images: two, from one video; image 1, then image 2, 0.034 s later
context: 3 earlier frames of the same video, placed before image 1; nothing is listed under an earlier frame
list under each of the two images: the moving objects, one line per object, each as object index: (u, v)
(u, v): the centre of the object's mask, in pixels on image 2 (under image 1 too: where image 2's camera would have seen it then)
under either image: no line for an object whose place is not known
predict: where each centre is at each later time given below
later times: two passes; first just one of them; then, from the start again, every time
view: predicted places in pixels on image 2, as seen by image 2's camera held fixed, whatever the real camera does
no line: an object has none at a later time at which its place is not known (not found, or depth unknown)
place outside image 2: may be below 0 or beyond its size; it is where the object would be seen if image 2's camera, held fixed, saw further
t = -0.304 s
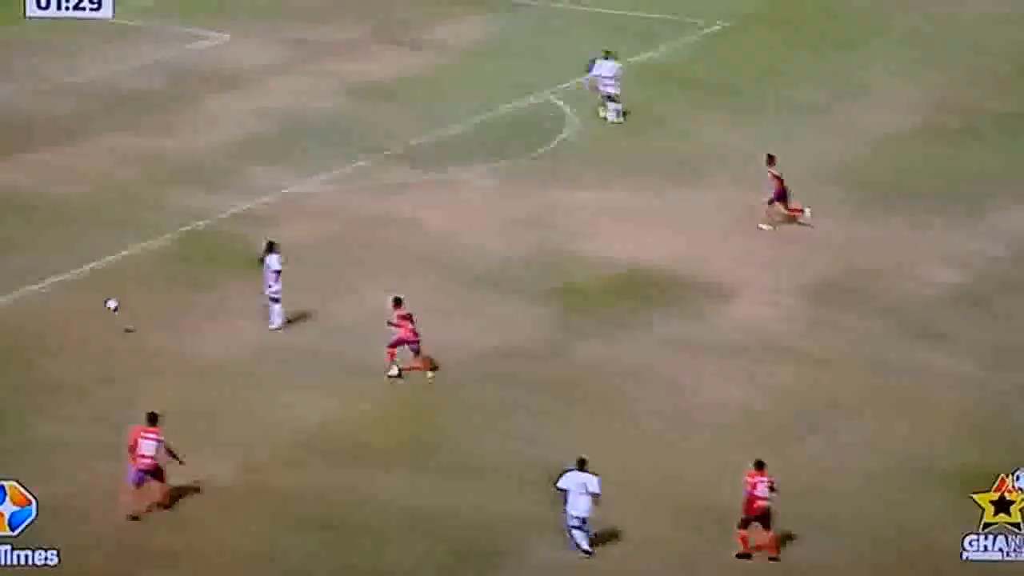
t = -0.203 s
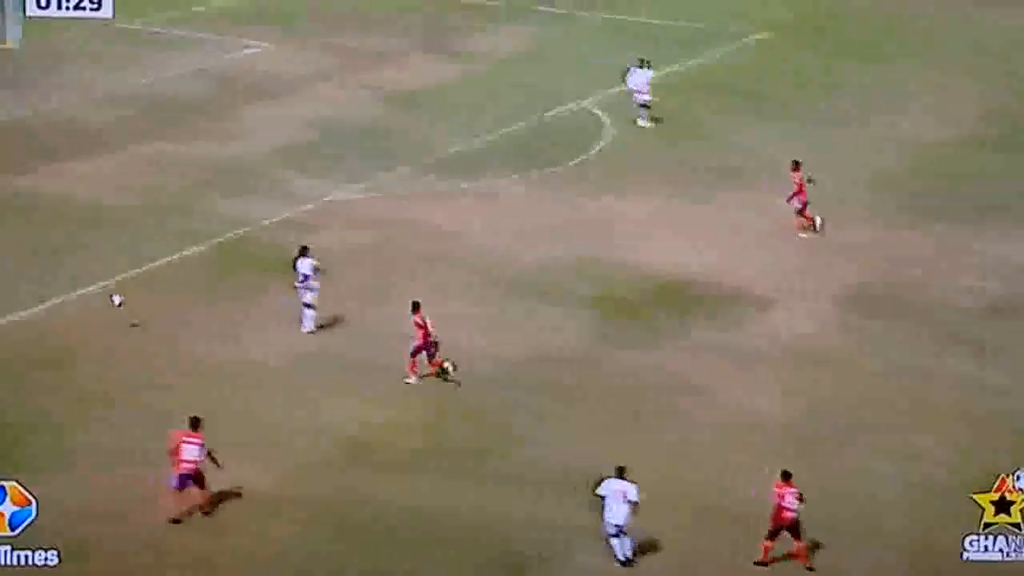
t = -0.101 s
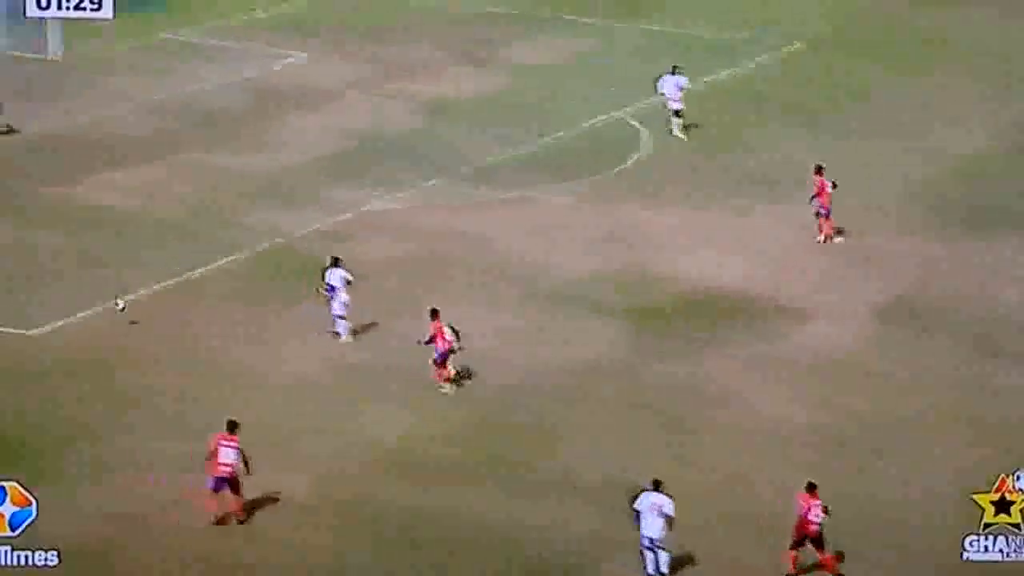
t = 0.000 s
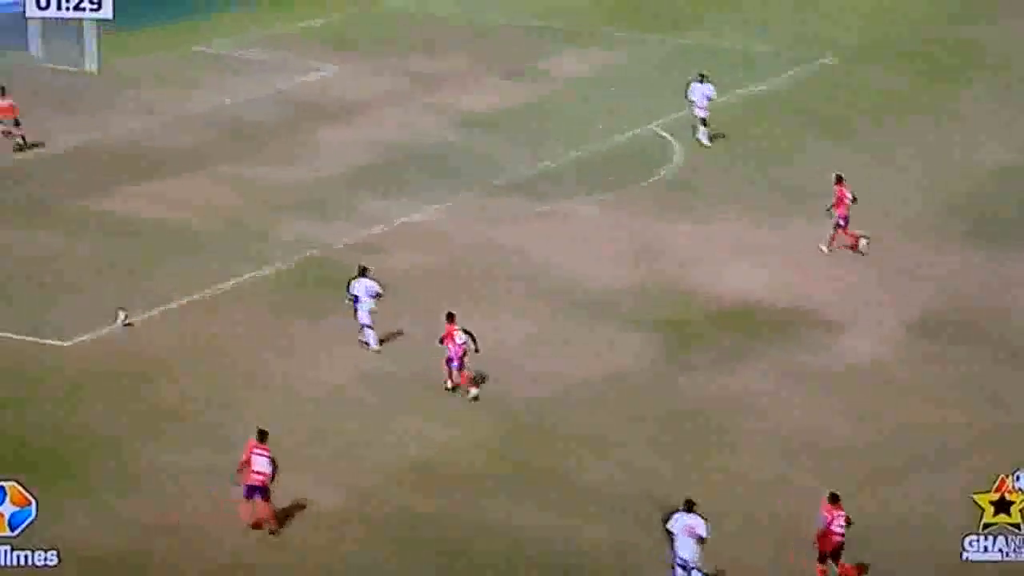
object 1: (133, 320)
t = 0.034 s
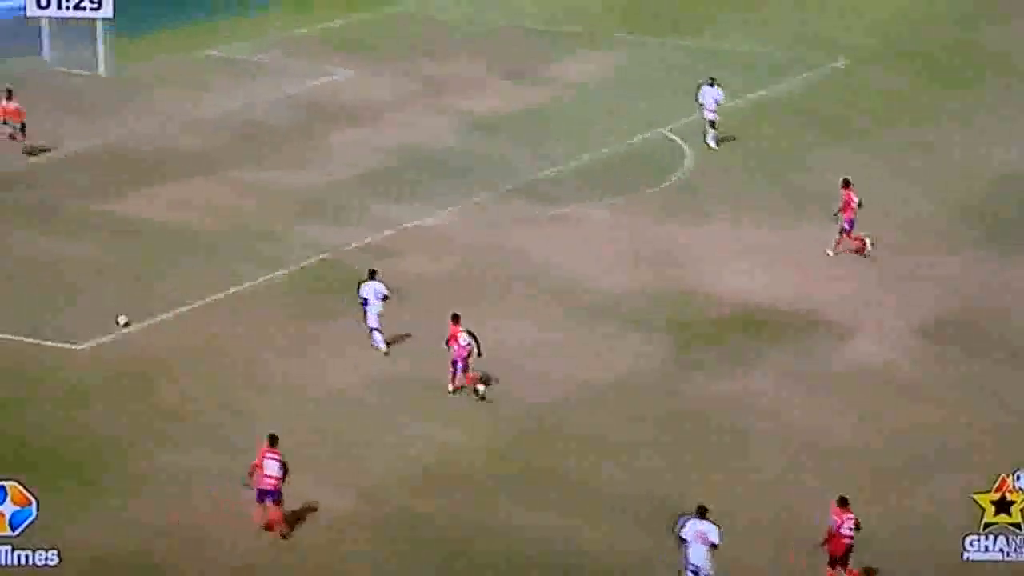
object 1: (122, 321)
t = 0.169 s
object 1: (87, 294)
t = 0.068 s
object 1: (114, 316)
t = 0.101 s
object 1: (108, 308)
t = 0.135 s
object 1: (97, 301)
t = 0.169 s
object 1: (87, 294)
